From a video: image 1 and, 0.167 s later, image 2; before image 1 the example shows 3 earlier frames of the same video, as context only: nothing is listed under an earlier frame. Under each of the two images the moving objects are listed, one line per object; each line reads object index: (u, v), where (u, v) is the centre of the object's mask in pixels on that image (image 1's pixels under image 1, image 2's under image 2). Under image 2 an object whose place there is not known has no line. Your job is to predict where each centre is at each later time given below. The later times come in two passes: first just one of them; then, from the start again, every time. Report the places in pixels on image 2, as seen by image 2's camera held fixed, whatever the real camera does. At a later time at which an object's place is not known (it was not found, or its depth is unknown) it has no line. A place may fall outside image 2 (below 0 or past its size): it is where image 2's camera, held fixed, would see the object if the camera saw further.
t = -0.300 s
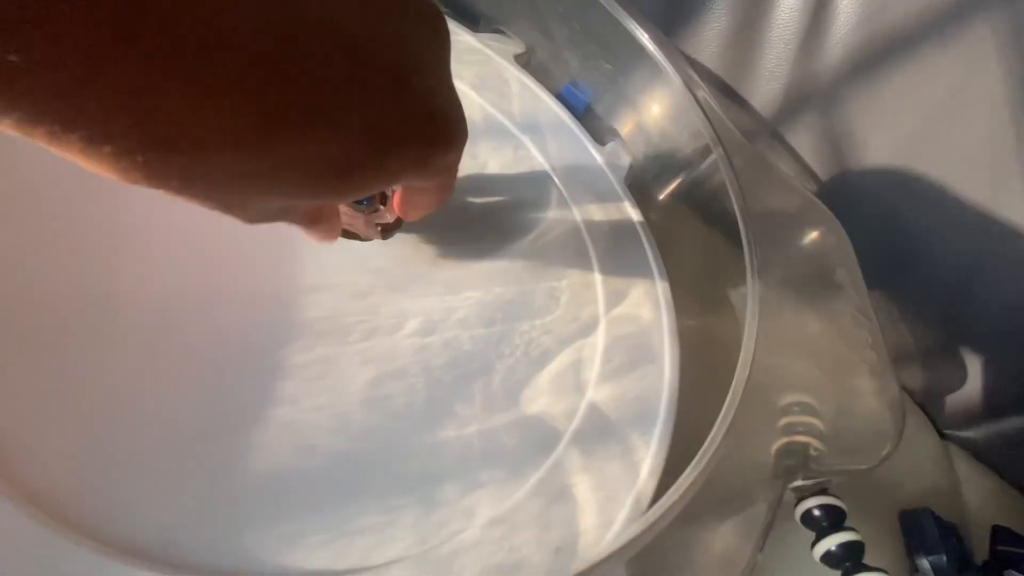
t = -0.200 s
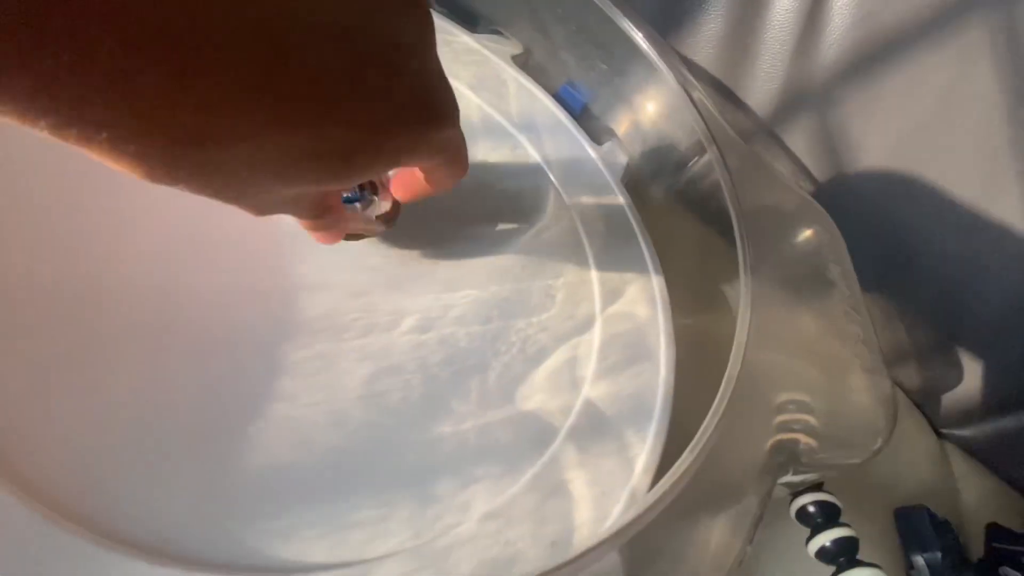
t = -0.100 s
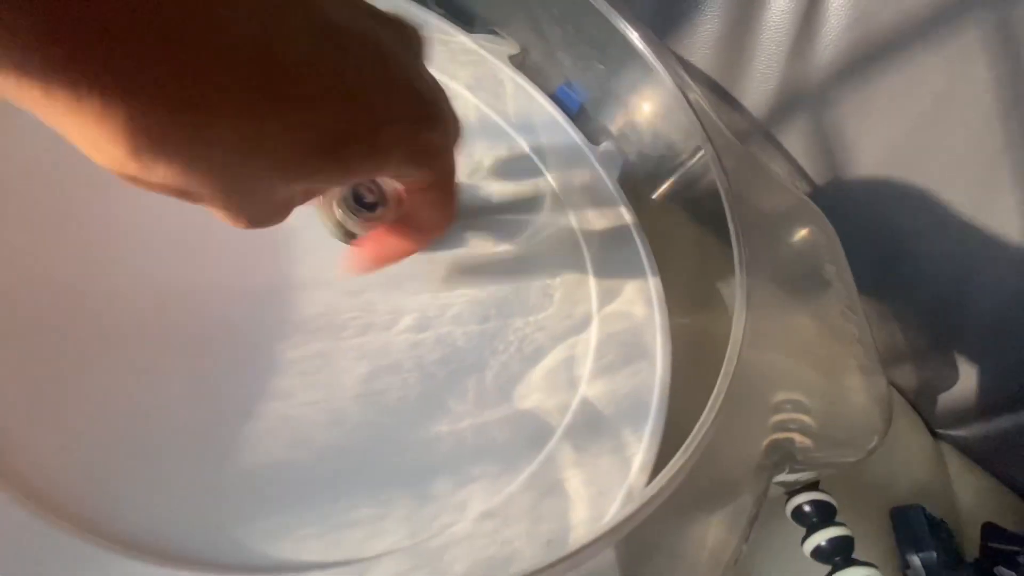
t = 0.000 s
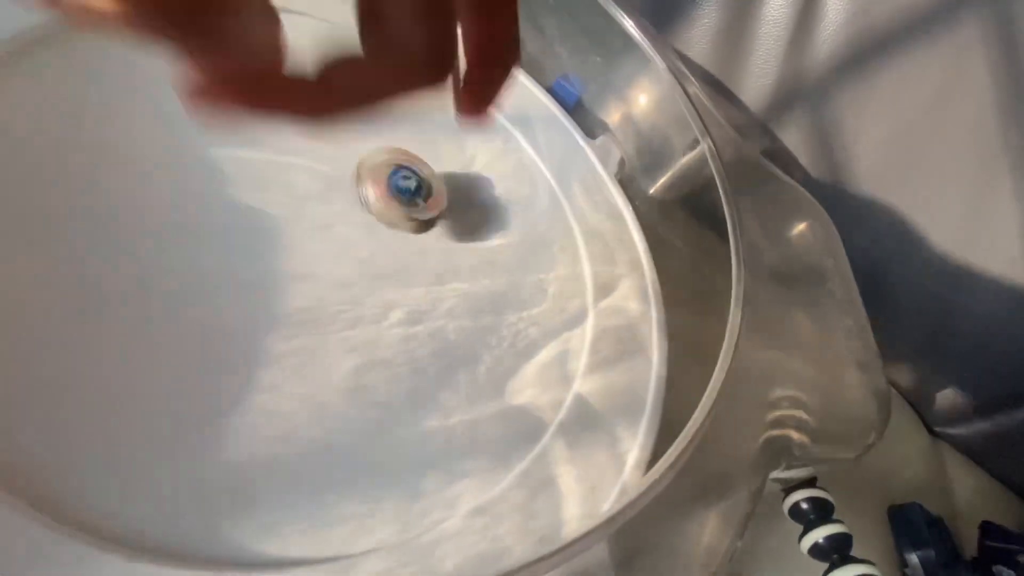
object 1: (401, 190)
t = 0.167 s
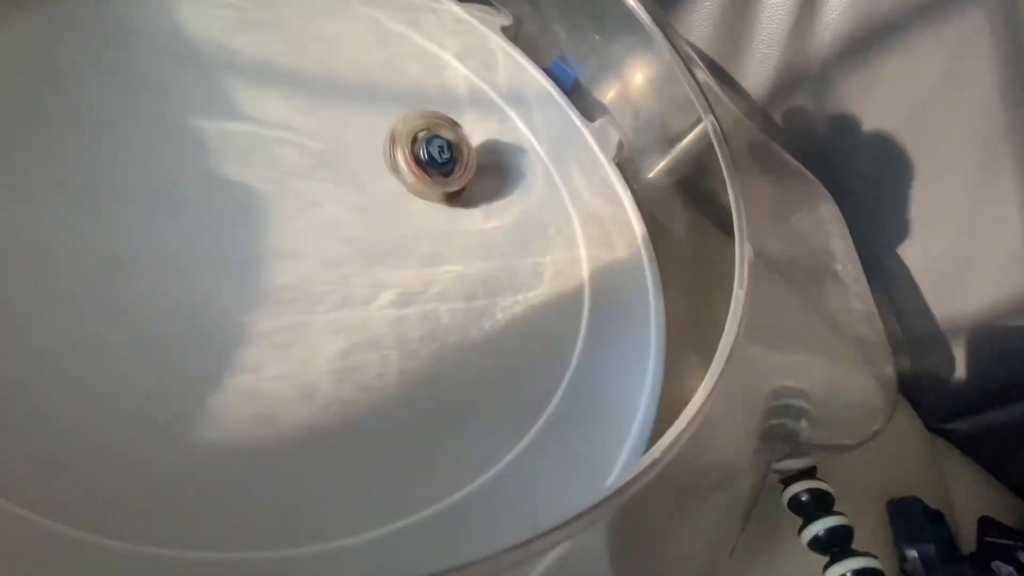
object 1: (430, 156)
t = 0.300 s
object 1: (438, 154)
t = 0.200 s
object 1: (433, 156)
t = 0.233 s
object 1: (433, 155)
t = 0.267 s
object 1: (435, 153)
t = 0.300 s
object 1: (438, 154)
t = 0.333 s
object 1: (441, 158)
